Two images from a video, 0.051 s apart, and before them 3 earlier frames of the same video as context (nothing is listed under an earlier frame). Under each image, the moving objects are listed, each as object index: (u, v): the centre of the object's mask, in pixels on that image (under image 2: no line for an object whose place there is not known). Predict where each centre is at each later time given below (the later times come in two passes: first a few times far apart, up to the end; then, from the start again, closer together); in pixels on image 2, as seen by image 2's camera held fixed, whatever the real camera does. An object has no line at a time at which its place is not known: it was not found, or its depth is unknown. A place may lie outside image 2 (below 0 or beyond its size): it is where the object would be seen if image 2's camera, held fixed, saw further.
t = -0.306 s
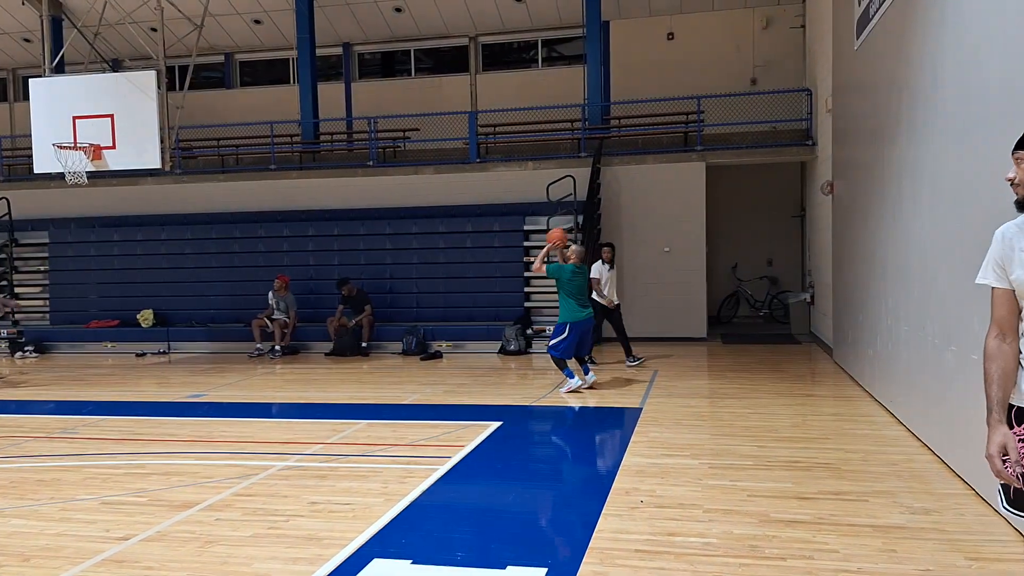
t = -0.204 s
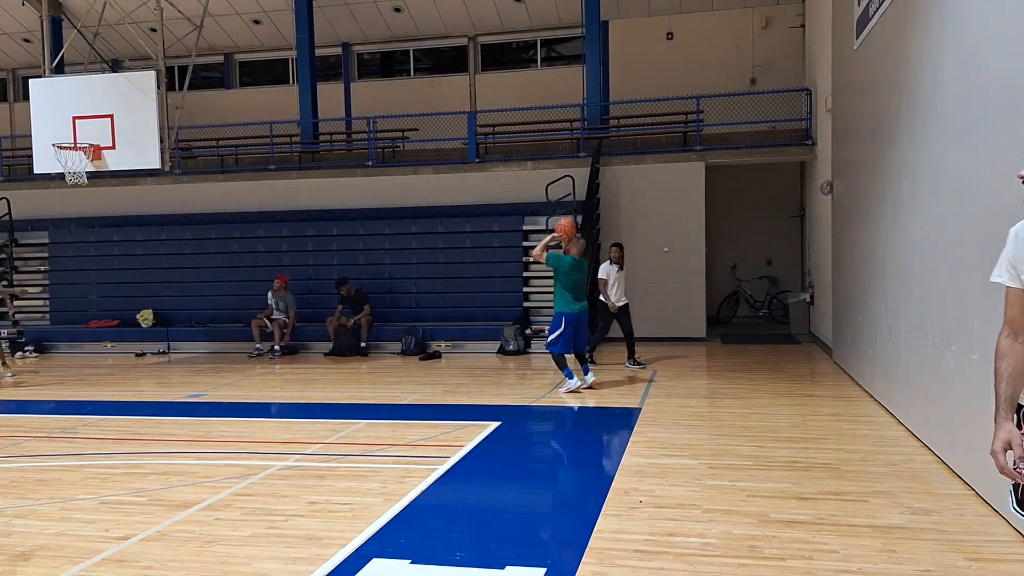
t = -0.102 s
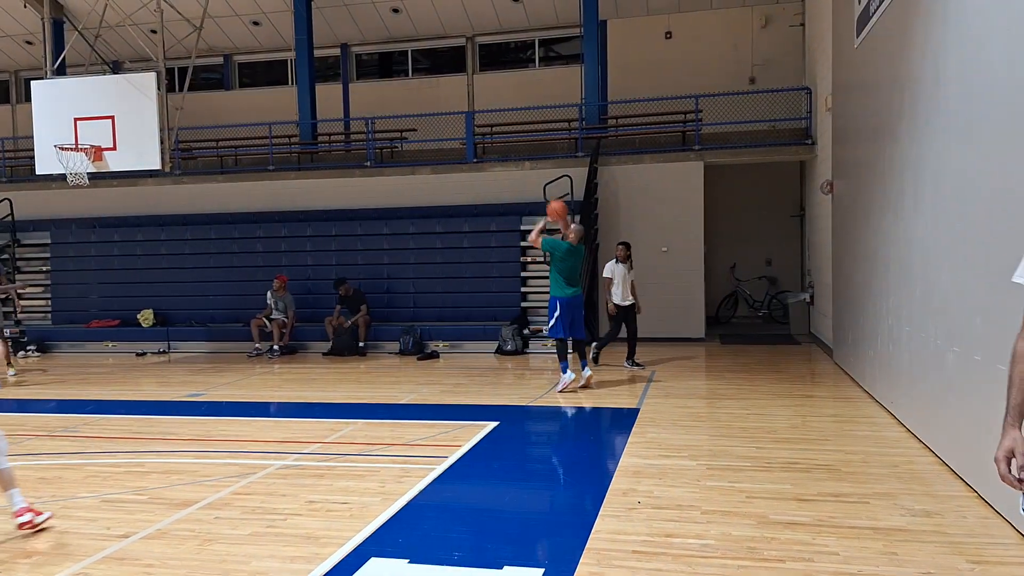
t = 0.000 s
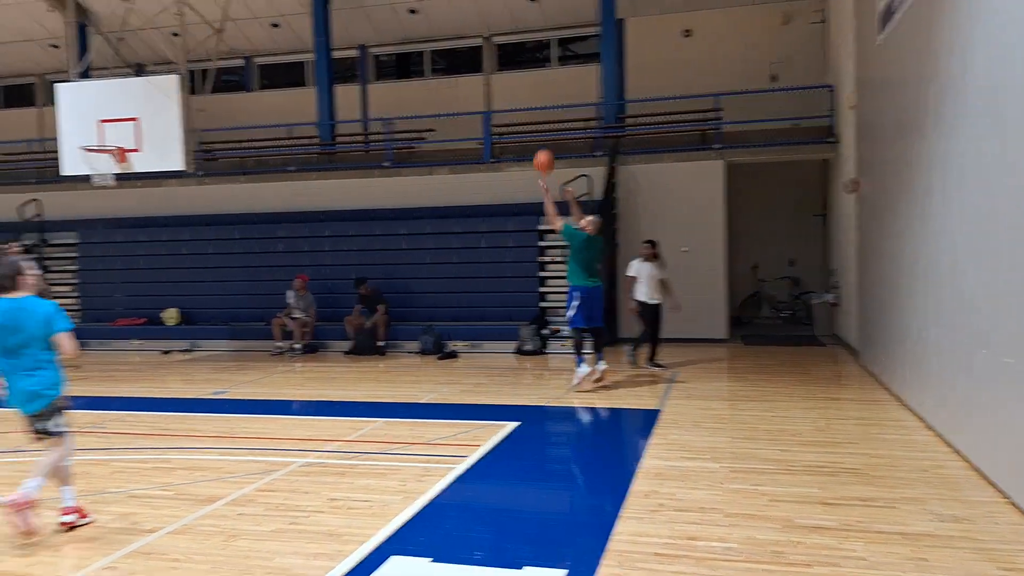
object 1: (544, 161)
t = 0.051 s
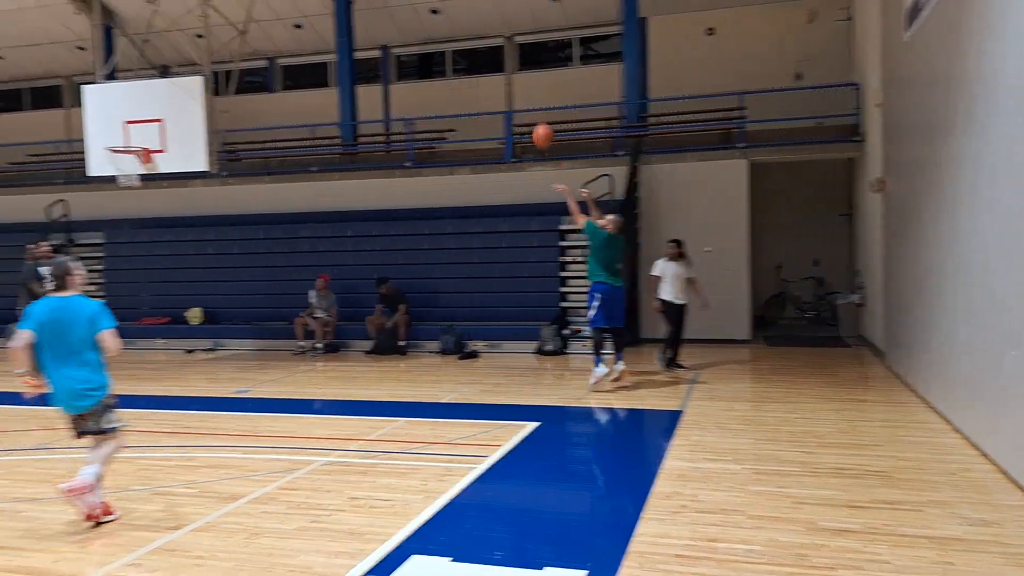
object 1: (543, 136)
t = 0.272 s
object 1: (453, 49)
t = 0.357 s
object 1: (421, 28)
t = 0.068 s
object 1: (535, 126)
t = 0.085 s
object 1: (528, 119)
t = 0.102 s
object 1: (521, 111)
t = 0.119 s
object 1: (514, 104)
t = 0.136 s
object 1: (508, 97)
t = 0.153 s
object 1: (501, 89)
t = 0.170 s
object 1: (494, 83)
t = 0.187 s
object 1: (487, 76)
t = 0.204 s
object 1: (480, 70)
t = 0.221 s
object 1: (473, 65)
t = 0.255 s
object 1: (460, 55)
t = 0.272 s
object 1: (453, 49)
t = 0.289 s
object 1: (447, 44)
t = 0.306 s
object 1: (440, 40)
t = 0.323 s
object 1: (434, 35)
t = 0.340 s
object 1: (427, 32)
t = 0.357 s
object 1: (421, 28)
